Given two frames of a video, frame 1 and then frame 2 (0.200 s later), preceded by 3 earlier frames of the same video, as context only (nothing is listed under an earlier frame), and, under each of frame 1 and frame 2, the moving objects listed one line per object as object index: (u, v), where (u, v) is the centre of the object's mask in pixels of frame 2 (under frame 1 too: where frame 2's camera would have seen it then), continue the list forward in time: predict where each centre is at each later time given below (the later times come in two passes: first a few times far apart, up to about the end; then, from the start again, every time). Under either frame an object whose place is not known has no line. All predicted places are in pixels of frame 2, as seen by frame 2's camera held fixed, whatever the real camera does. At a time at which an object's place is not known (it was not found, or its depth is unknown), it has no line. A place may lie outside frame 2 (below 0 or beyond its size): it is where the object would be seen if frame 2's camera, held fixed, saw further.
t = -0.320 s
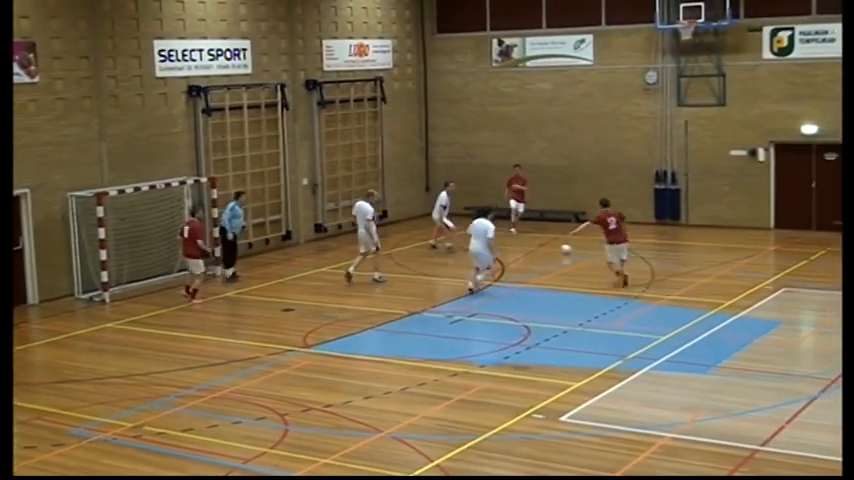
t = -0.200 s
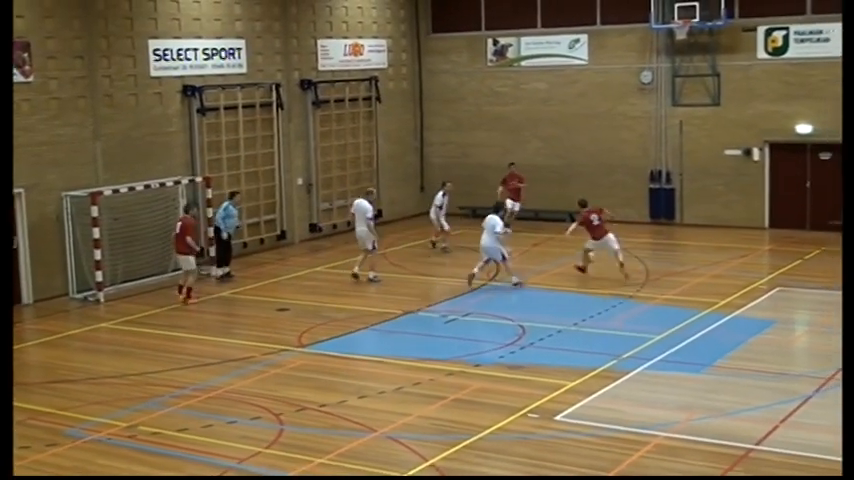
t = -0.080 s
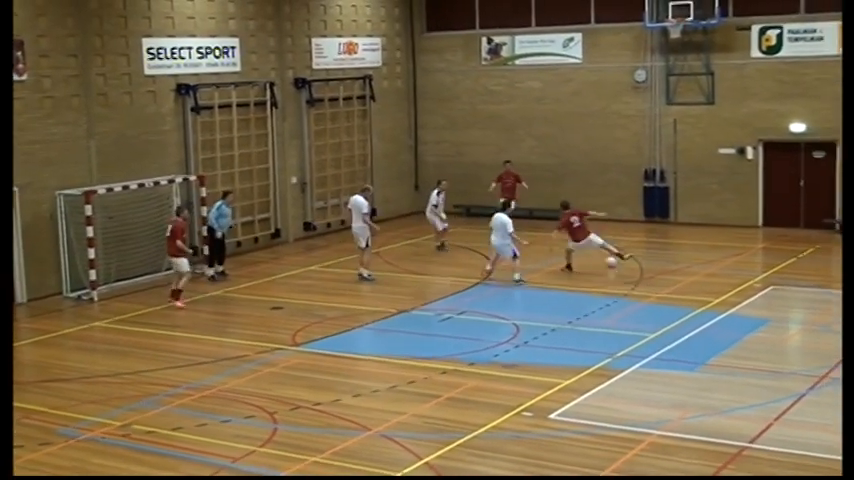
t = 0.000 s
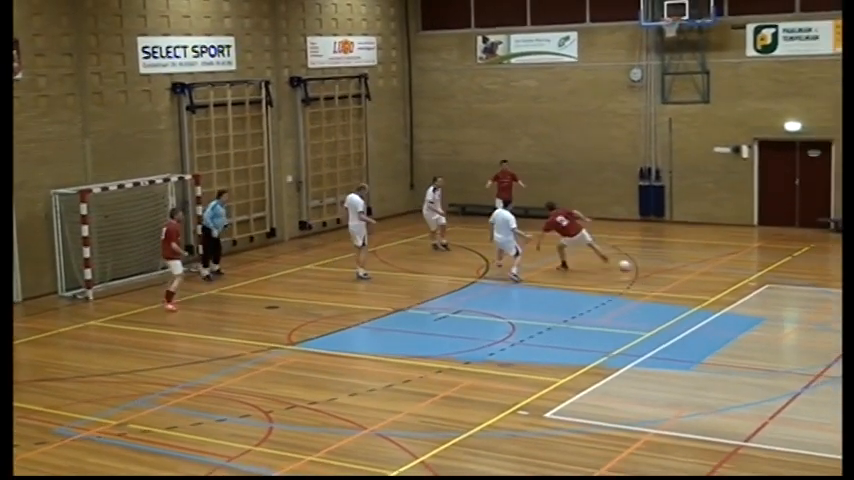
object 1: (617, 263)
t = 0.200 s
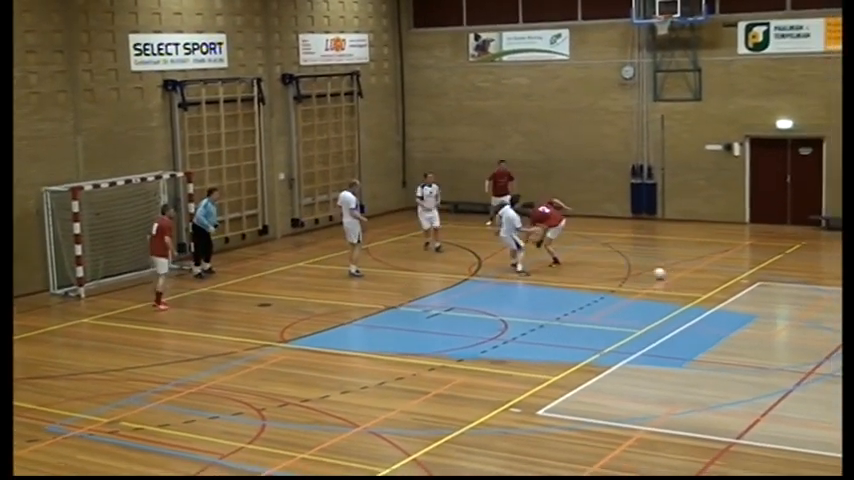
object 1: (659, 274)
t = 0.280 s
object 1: (677, 279)
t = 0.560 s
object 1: (747, 296)
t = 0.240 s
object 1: (669, 276)
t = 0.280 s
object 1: (677, 279)
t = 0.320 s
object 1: (687, 281)
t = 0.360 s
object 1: (697, 283)
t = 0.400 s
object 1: (707, 286)
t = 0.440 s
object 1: (716, 287)
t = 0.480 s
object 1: (727, 291)
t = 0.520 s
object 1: (737, 293)
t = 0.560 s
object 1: (747, 296)
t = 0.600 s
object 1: (757, 299)
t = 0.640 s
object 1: (766, 301)
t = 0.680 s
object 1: (777, 304)
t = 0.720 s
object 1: (787, 307)
